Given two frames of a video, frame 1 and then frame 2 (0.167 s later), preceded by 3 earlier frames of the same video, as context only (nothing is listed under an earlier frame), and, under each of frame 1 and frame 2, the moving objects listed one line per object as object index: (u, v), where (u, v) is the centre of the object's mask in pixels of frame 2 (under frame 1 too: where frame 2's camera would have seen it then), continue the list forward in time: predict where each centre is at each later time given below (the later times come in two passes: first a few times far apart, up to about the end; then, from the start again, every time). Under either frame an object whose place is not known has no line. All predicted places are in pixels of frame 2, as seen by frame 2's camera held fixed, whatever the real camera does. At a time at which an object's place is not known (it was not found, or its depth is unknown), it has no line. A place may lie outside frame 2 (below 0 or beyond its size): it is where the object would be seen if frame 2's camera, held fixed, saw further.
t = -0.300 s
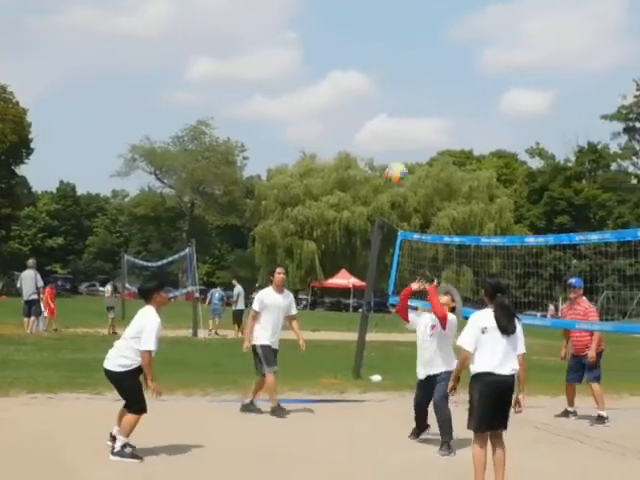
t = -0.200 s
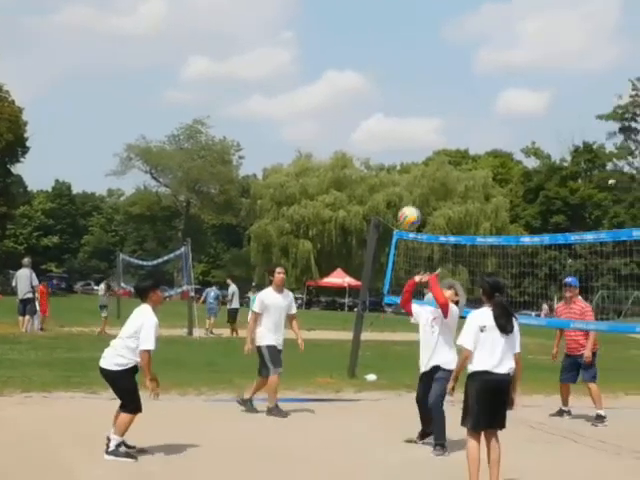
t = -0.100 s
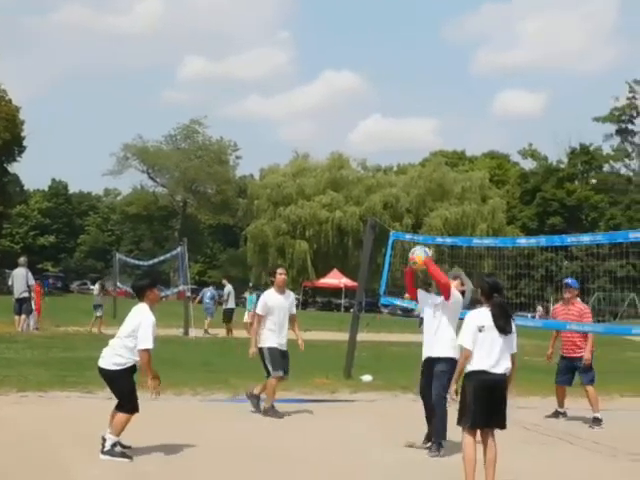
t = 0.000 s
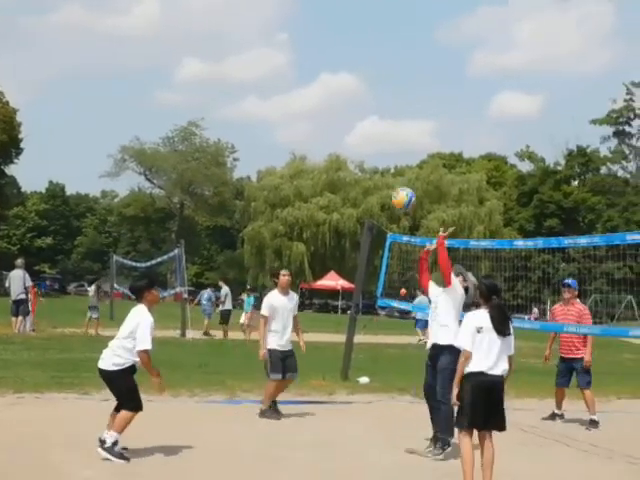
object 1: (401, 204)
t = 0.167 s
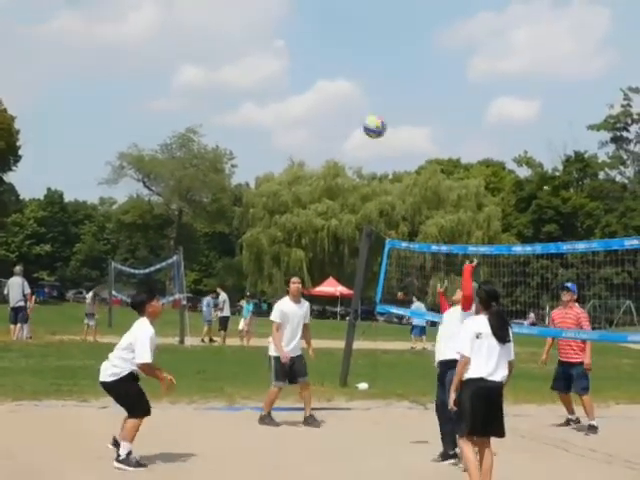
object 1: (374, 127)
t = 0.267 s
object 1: (358, 93)
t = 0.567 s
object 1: (314, 67)
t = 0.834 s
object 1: (262, 122)
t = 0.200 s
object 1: (369, 115)
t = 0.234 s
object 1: (363, 103)
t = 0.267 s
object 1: (358, 93)
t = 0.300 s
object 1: (353, 85)
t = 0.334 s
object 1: (348, 79)
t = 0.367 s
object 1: (343, 74)
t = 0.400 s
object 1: (337, 70)
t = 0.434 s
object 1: (332, 67)
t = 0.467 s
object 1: (327, 64)
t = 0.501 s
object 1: (322, 64)
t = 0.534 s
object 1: (317, 65)
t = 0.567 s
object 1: (314, 67)
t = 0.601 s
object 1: (310, 70)
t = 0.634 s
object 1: (303, 74)
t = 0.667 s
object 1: (294, 79)
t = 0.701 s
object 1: (289, 85)
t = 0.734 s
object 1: (282, 93)
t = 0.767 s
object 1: (275, 101)
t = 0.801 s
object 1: (268, 111)
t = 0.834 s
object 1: (262, 122)
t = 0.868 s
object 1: (255, 135)
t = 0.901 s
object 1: (249, 149)
